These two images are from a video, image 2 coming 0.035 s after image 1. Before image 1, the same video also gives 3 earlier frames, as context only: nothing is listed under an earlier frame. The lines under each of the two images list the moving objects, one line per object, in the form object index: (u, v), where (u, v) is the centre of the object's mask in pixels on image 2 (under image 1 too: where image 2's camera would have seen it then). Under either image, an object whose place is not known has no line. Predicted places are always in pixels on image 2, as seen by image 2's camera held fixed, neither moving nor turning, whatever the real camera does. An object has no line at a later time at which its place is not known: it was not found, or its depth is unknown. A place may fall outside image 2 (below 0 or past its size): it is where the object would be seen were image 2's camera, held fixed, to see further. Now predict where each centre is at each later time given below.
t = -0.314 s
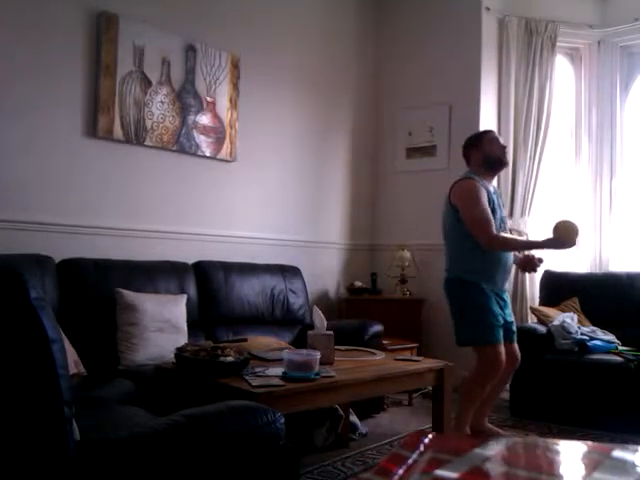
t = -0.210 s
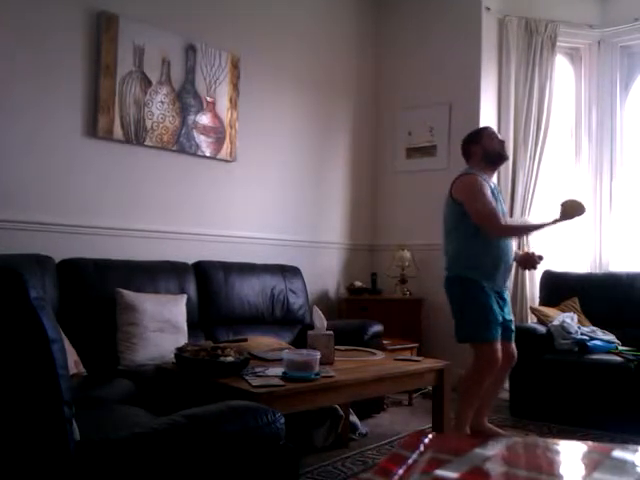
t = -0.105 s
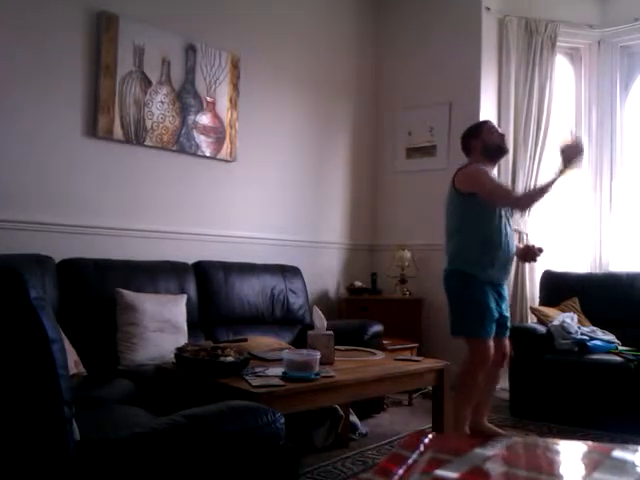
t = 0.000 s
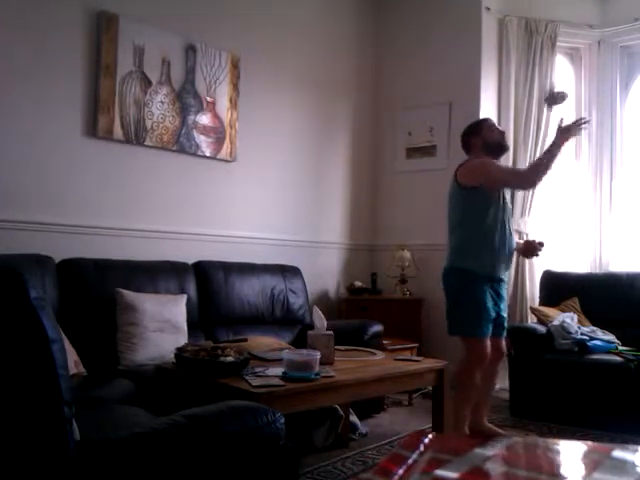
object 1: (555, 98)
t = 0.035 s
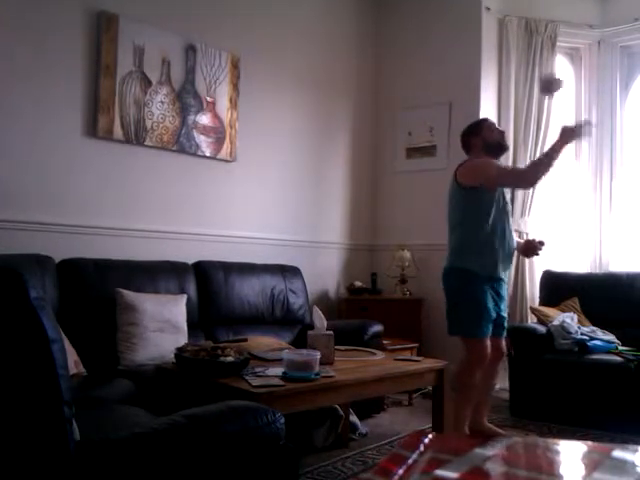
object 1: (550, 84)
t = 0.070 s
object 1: (545, 73)
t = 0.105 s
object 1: (541, 66)
